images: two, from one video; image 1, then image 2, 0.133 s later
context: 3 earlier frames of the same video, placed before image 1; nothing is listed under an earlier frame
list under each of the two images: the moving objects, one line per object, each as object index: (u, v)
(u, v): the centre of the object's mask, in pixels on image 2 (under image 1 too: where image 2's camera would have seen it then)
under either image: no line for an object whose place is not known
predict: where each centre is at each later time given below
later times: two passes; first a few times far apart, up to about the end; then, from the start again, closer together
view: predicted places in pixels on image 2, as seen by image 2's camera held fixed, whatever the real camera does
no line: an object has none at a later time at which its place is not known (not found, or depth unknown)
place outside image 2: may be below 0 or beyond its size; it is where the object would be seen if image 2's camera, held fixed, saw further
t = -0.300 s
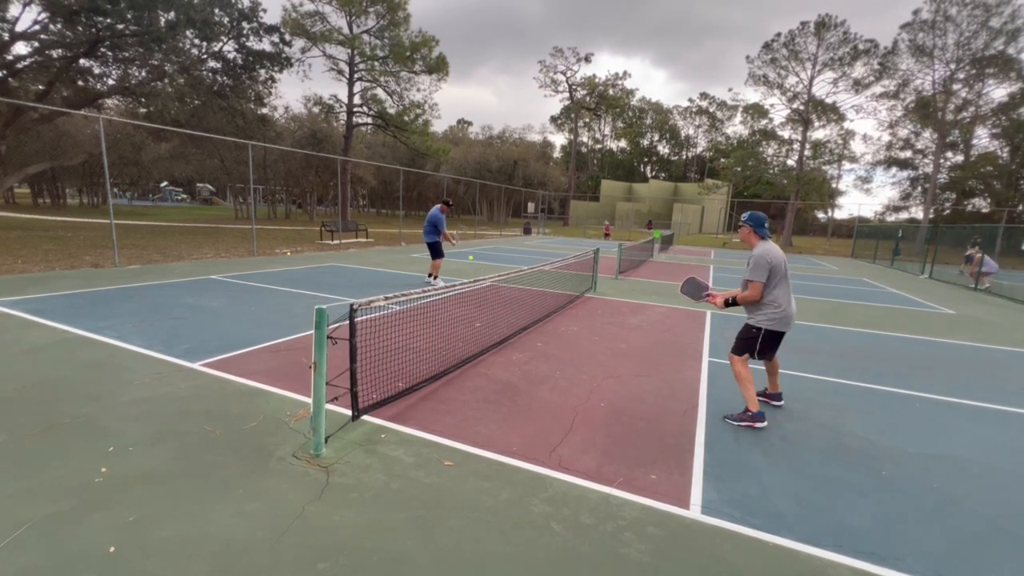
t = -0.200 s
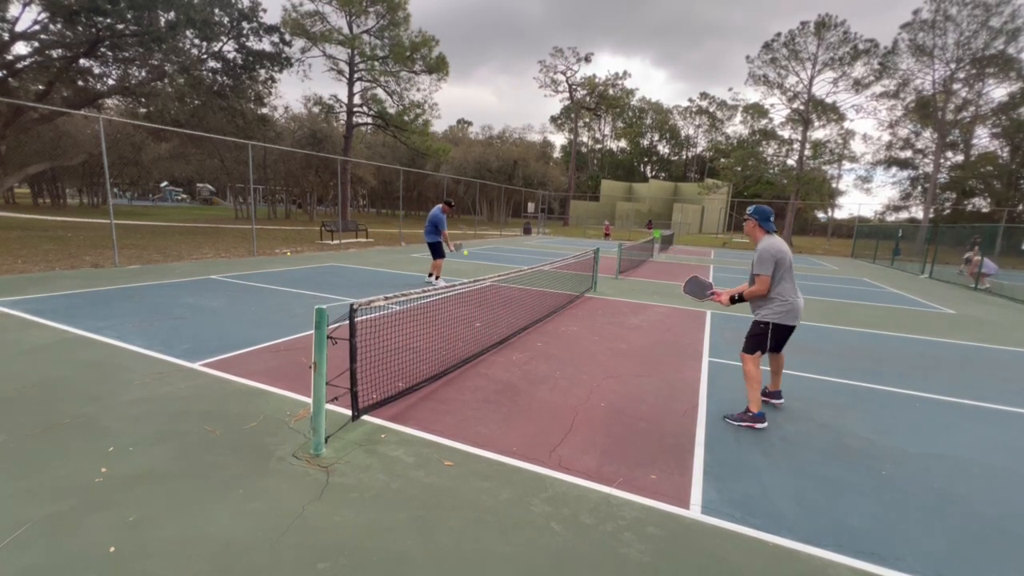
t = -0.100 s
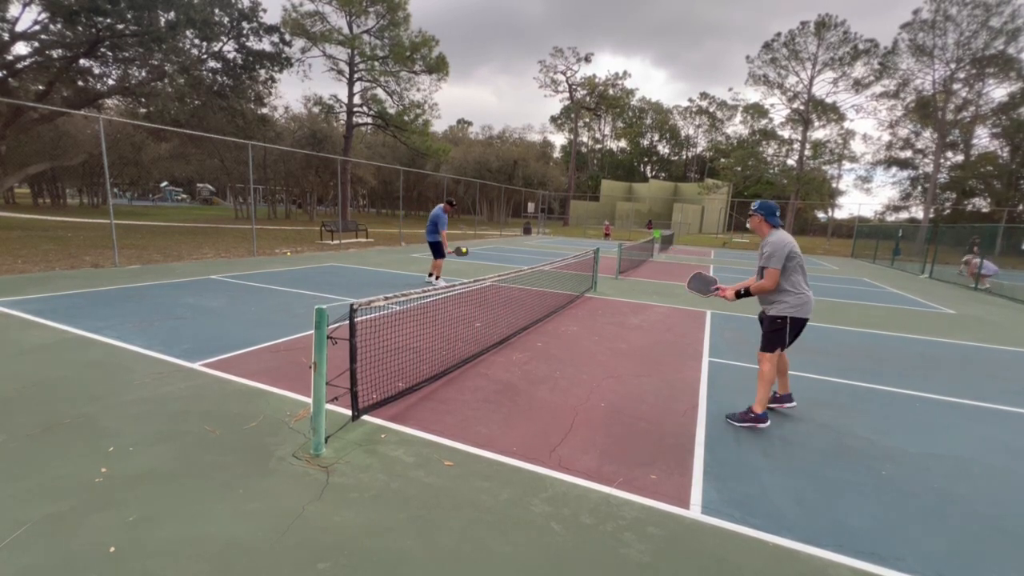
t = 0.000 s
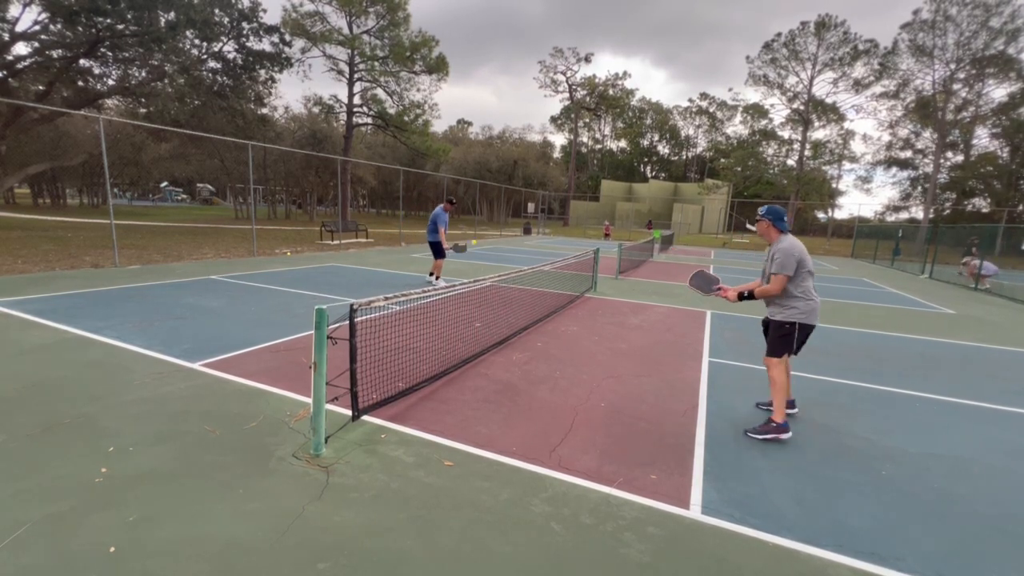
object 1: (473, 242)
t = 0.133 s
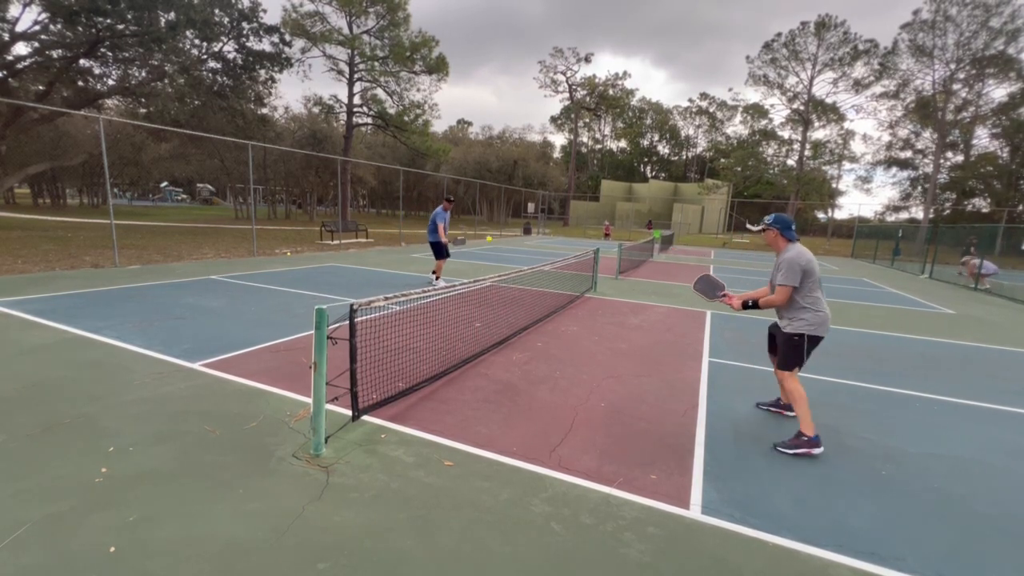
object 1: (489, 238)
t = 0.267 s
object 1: (508, 246)
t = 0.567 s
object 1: (572, 330)
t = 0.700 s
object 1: (610, 390)
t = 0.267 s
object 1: (508, 246)
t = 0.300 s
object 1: (514, 250)
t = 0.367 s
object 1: (525, 262)
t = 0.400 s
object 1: (532, 269)
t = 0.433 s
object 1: (539, 277)
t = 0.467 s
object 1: (546, 288)
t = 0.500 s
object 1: (555, 300)
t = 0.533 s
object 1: (563, 314)
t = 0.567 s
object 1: (572, 330)
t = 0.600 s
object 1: (581, 347)
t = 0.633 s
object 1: (591, 367)
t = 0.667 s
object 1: (602, 390)
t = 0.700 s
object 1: (610, 390)
